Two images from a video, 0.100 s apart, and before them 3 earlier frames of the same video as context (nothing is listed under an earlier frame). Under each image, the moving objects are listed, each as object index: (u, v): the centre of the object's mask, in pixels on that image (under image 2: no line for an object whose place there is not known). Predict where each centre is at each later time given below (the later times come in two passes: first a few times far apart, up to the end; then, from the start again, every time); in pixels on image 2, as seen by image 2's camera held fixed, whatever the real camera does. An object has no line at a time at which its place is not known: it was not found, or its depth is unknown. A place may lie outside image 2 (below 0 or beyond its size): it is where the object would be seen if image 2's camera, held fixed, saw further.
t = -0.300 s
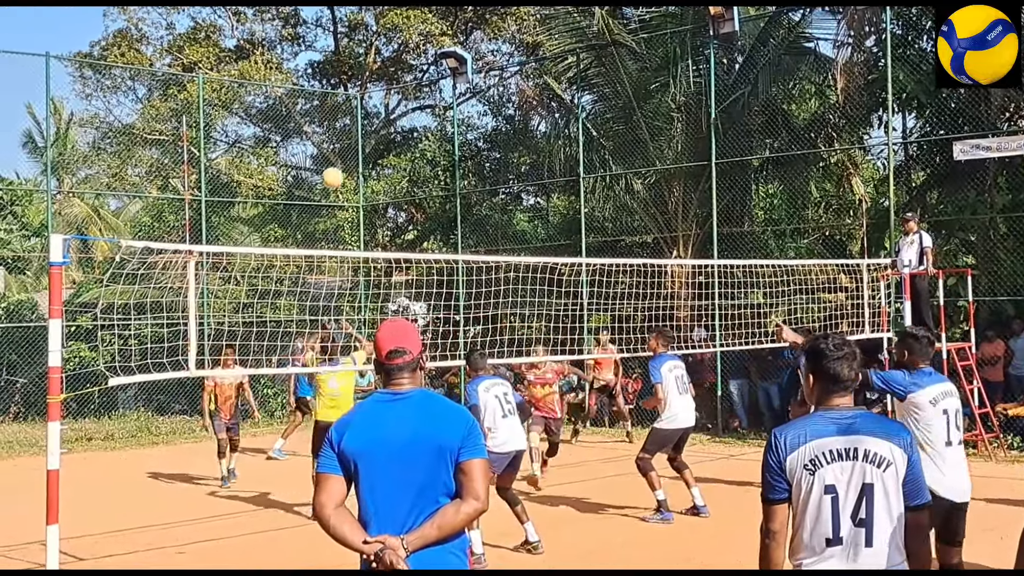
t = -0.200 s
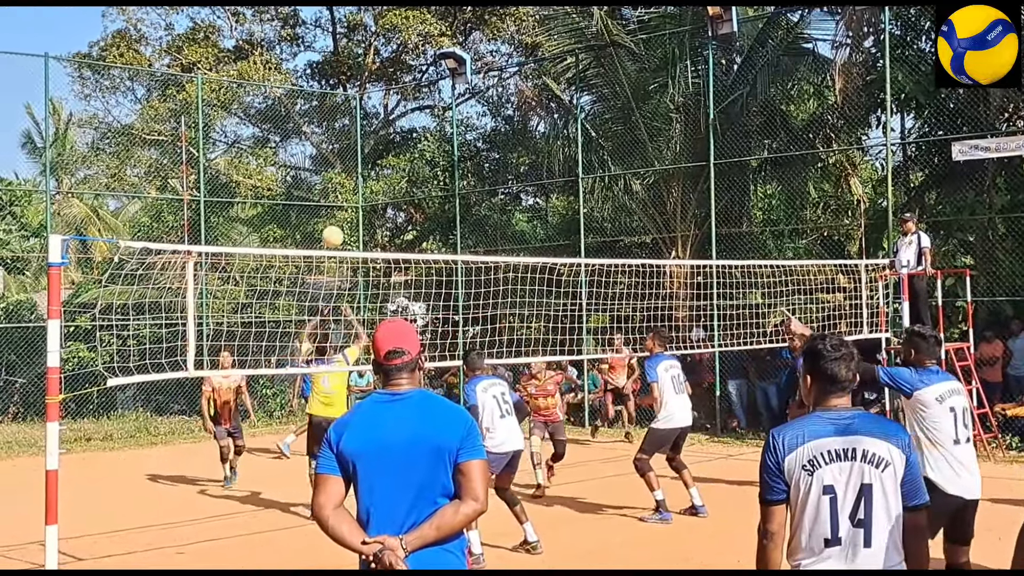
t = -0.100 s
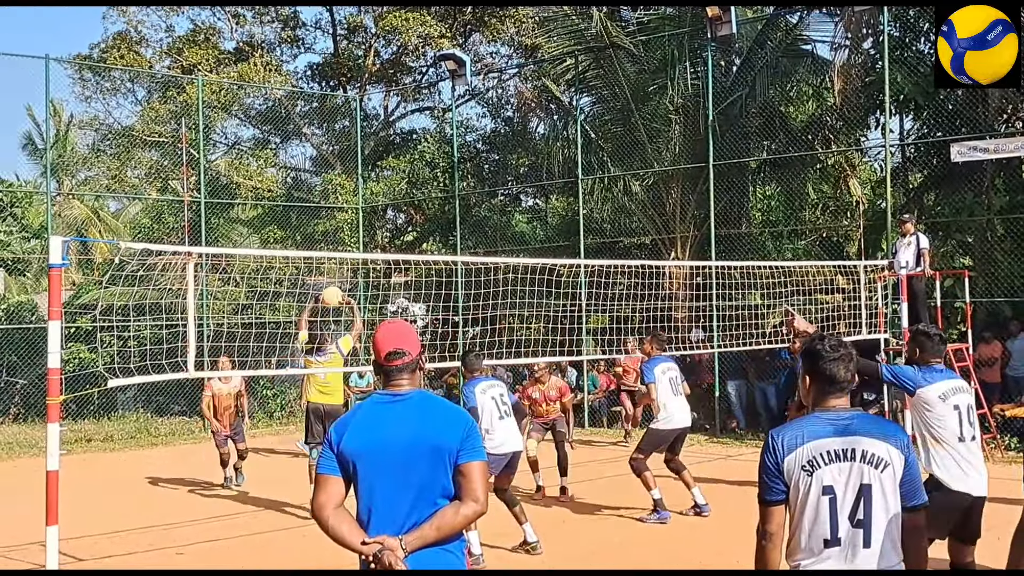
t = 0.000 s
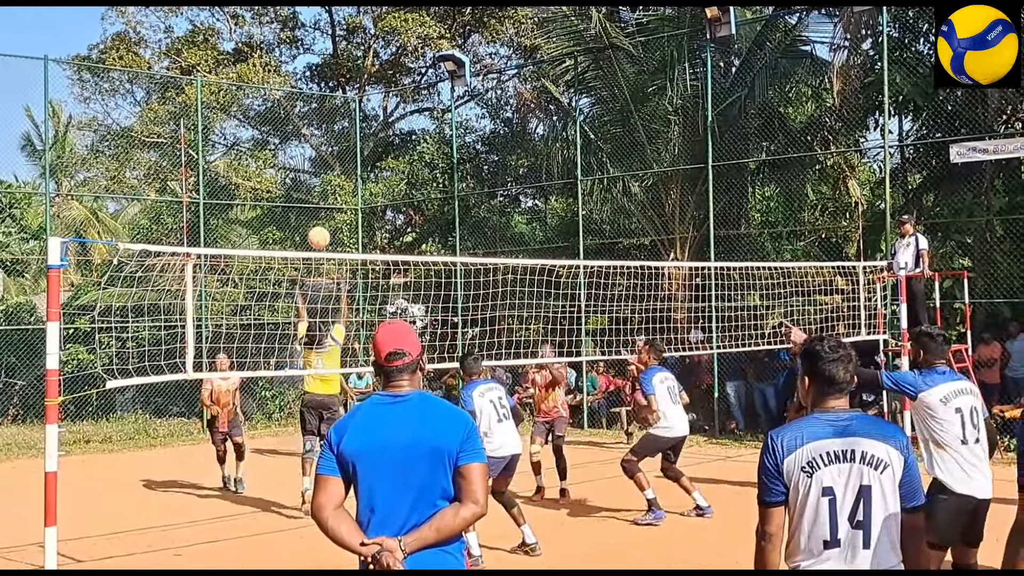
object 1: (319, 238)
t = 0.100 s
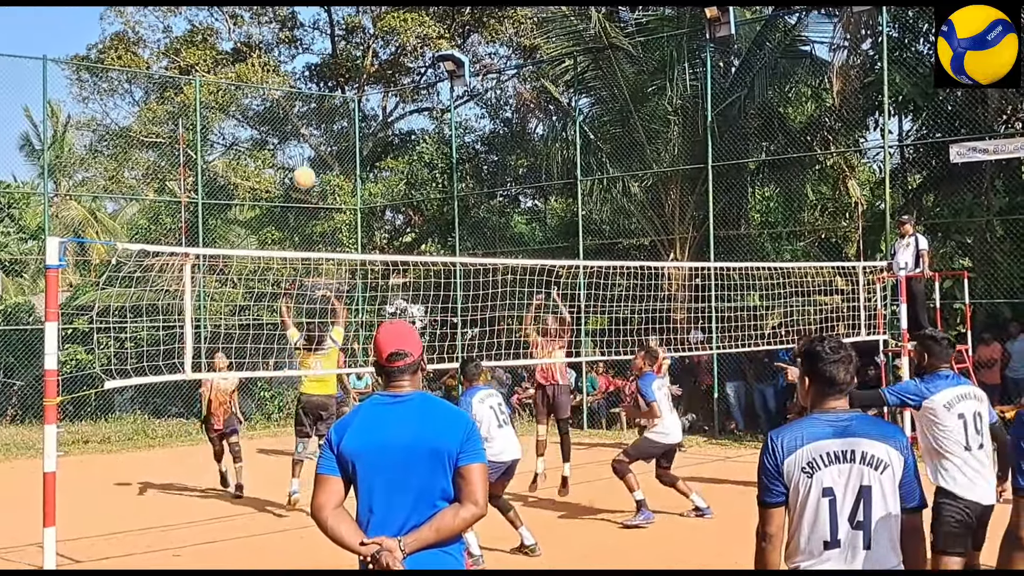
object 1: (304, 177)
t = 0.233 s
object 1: (287, 111)
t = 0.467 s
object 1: (258, 36)
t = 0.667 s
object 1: (235, 15)
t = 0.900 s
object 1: (206, 47)
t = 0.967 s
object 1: (197, 68)
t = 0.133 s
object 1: (300, 160)
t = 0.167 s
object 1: (295, 142)
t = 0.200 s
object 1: (291, 127)
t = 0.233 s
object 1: (287, 111)
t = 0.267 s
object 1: (283, 97)
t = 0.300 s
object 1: (278, 85)
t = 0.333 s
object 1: (274, 72)
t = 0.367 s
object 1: (270, 61)
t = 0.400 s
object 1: (266, 52)
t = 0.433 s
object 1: (262, 43)
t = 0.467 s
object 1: (258, 36)
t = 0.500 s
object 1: (254, 28)
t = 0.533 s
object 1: (251, 24)
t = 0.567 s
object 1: (246, 19)
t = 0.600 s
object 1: (243, 17)
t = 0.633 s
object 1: (239, 16)
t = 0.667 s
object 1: (235, 15)
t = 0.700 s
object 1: (232, 16)
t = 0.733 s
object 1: (227, 17)
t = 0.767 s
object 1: (222, 21)
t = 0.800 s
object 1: (218, 25)
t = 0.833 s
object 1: (214, 31)
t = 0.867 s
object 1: (210, 38)
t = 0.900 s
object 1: (206, 47)
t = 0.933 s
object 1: (201, 57)
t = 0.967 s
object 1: (197, 68)
